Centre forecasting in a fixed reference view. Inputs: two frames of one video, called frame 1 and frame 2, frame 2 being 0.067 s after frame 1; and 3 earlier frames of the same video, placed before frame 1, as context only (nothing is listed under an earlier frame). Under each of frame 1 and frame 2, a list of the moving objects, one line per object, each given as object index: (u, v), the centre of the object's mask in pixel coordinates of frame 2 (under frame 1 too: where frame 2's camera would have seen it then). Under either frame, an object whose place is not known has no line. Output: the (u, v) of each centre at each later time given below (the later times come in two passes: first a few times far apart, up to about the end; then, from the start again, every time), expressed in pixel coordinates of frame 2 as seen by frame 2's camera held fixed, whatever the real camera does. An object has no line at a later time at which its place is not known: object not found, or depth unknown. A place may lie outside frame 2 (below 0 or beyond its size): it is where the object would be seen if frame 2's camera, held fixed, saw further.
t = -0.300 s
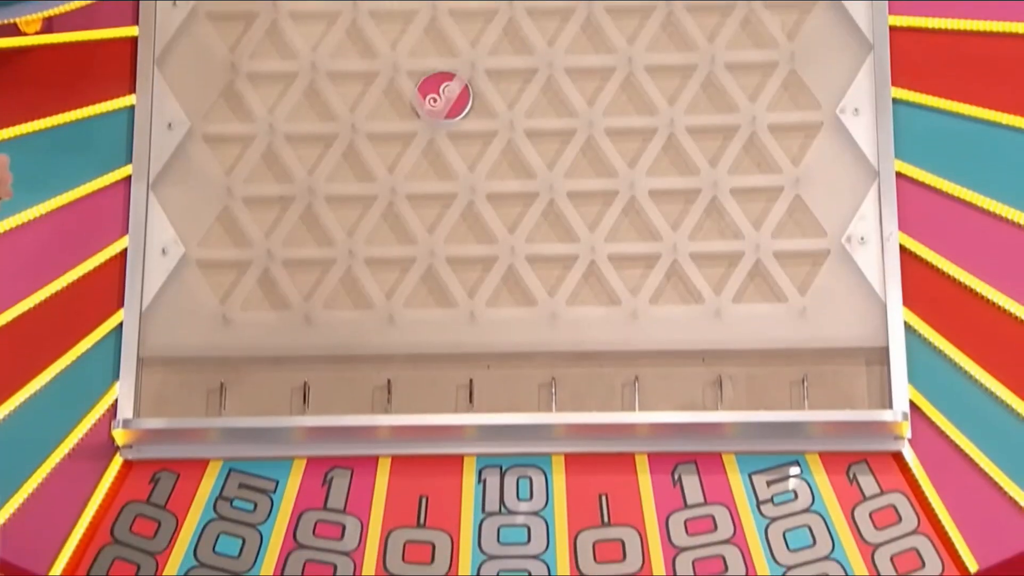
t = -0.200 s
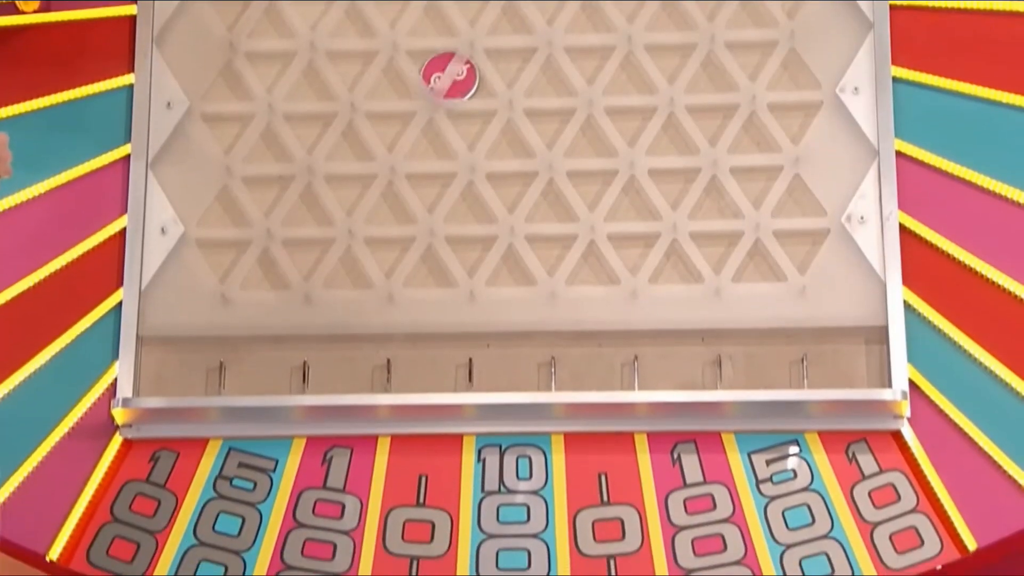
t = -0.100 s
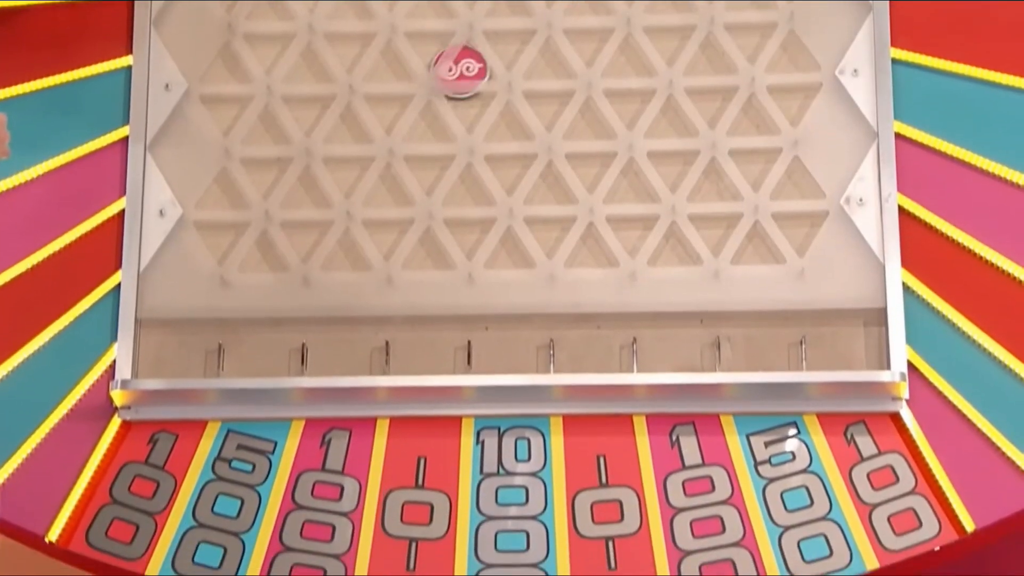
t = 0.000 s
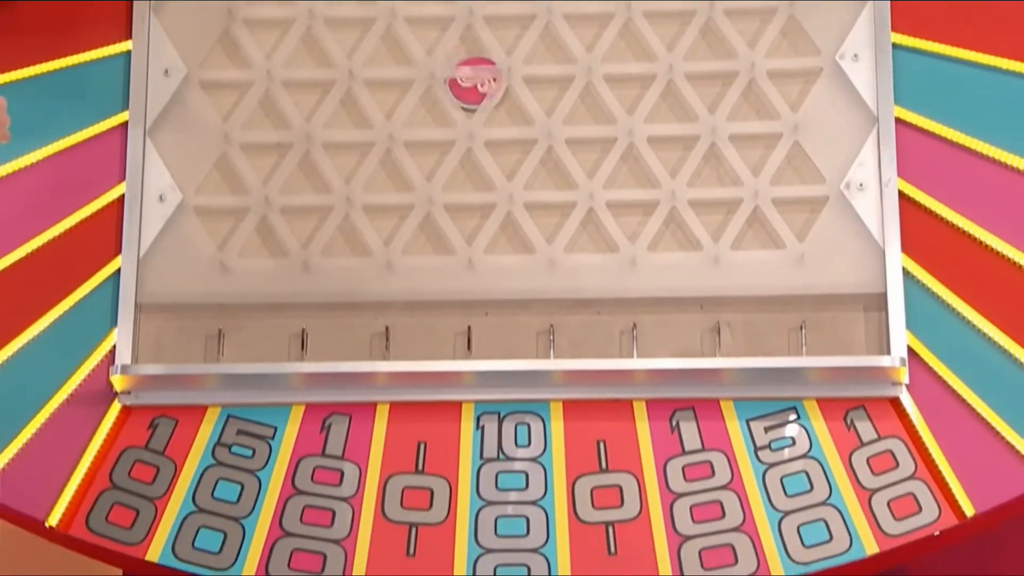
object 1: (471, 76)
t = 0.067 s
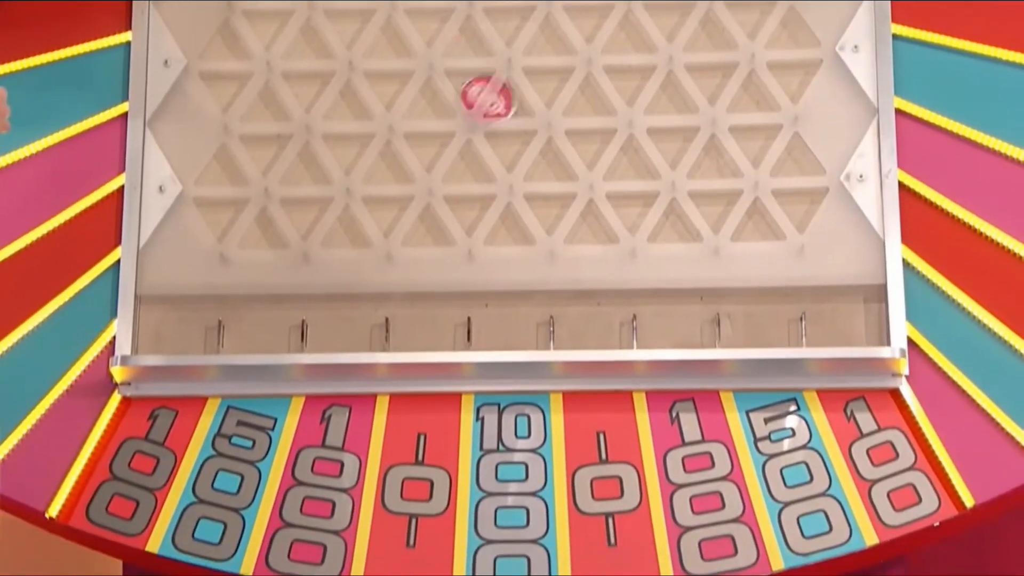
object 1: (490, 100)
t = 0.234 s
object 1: (506, 106)
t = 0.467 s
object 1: (507, 137)
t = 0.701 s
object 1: (510, 146)
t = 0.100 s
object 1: (503, 98)
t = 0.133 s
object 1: (509, 104)
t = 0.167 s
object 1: (513, 111)
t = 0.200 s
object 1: (509, 105)
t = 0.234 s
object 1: (506, 106)
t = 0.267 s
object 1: (508, 104)
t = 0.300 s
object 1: (509, 104)
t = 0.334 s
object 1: (510, 104)
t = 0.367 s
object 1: (512, 113)
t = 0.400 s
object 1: (513, 120)
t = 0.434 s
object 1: (508, 129)
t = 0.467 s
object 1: (507, 137)
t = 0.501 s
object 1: (510, 147)
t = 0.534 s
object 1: (511, 158)
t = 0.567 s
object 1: (510, 148)
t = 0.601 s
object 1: (510, 146)
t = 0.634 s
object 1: (510, 146)
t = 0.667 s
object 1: (510, 146)
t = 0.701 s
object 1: (510, 146)
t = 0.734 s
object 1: (510, 148)
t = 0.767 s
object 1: (504, 155)
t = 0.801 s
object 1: (504, 153)
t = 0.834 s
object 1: (504, 150)
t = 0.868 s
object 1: (503, 150)
